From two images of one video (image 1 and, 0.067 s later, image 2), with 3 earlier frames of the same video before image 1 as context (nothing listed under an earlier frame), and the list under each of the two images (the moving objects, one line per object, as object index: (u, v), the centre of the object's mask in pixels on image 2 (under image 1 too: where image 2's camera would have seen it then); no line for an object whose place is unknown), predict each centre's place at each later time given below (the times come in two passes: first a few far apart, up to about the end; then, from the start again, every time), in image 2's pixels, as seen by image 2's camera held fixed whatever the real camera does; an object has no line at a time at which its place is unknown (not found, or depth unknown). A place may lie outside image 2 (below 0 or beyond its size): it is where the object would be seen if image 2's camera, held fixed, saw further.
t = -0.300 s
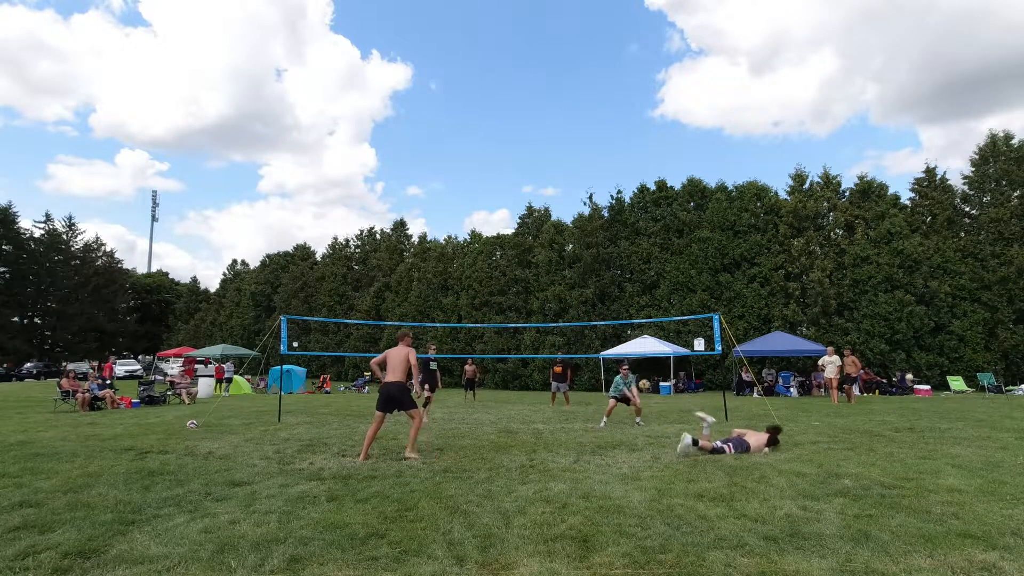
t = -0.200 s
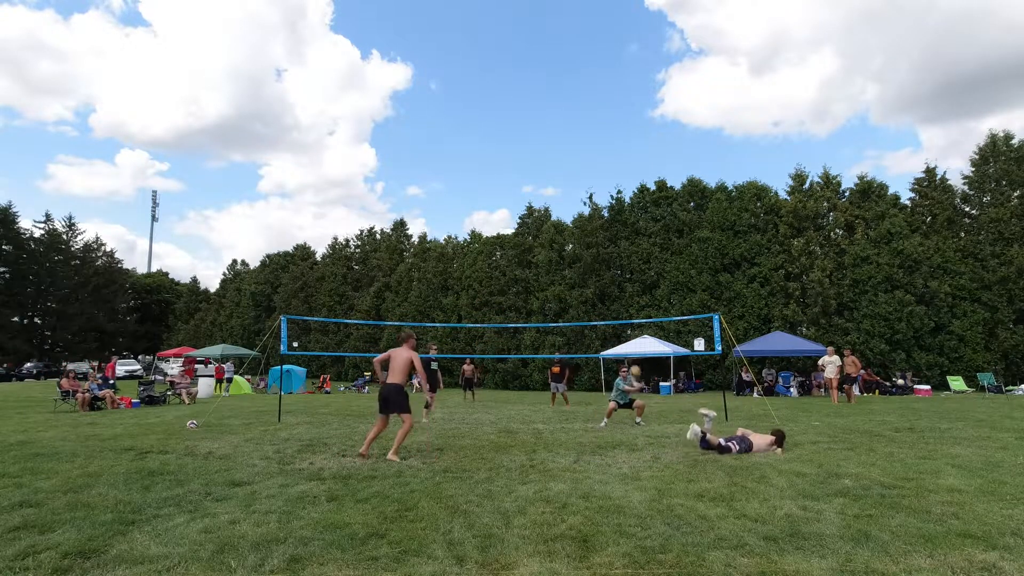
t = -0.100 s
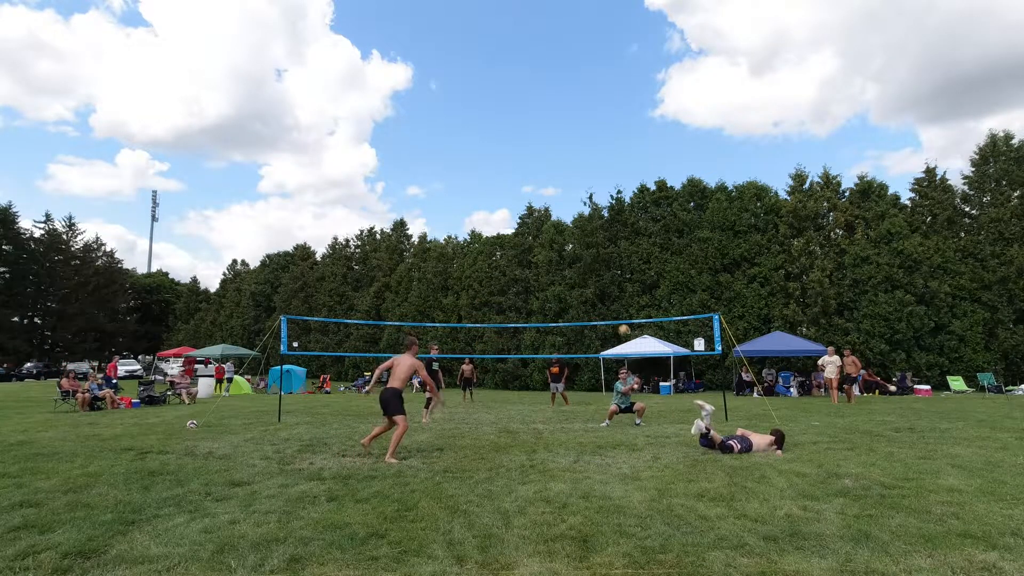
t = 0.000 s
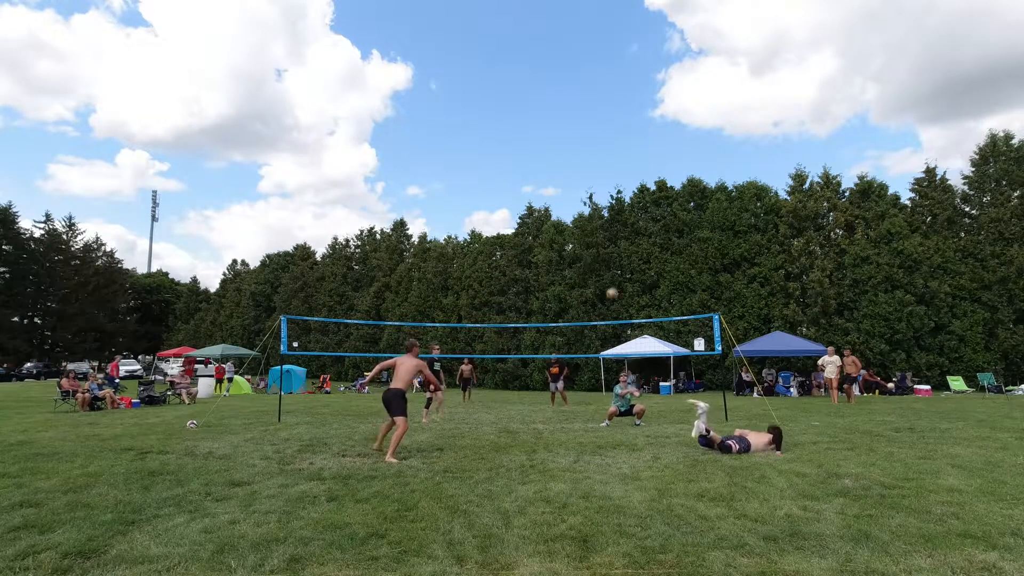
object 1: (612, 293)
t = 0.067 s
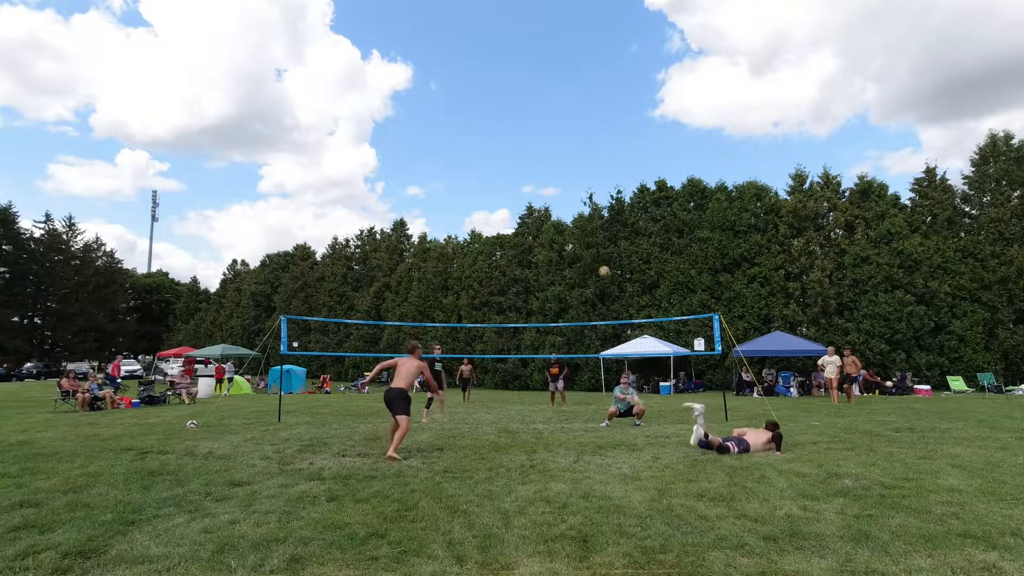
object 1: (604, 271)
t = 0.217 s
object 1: (585, 229)
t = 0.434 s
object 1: (558, 186)
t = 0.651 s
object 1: (528, 165)
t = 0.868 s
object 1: (498, 167)
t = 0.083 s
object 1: (602, 266)
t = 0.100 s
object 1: (600, 260)
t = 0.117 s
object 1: (598, 256)
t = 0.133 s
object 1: (596, 251)
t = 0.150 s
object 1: (594, 247)
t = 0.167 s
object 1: (592, 242)
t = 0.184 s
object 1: (590, 236)
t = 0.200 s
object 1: (587, 233)
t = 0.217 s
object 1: (585, 229)
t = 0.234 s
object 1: (583, 225)
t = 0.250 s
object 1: (582, 219)
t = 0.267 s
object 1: (579, 216)
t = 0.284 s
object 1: (577, 214)
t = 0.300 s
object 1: (575, 210)
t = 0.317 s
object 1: (573, 207)
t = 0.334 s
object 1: (571, 203)
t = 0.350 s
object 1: (569, 200)
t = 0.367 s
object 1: (566, 197)
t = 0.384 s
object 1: (564, 194)
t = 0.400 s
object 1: (562, 192)
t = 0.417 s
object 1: (560, 189)
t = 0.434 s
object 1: (558, 186)
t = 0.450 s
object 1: (555, 184)
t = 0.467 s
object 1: (553, 182)
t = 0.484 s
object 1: (551, 179)
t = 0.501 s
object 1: (549, 177)
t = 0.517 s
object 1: (547, 175)
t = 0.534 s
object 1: (545, 174)
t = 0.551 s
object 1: (542, 172)
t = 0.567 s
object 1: (540, 170)
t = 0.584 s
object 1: (538, 169)
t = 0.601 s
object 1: (535, 168)
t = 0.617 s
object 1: (533, 167)
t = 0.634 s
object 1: (530, 166)
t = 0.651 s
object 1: (528, 165)
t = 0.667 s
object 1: (526, 164)
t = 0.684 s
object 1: (524, 164)
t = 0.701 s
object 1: (522, 163)
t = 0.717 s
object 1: (519, 163)
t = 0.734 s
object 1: (517, 163)
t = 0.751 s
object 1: (514, 163)
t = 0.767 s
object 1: (512, 163)
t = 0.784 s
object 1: (510, 163)
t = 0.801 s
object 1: (508, 164)
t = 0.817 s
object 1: (505, 164)
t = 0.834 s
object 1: (503, 165)
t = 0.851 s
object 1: (500, 166)
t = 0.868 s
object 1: (498, 167)
